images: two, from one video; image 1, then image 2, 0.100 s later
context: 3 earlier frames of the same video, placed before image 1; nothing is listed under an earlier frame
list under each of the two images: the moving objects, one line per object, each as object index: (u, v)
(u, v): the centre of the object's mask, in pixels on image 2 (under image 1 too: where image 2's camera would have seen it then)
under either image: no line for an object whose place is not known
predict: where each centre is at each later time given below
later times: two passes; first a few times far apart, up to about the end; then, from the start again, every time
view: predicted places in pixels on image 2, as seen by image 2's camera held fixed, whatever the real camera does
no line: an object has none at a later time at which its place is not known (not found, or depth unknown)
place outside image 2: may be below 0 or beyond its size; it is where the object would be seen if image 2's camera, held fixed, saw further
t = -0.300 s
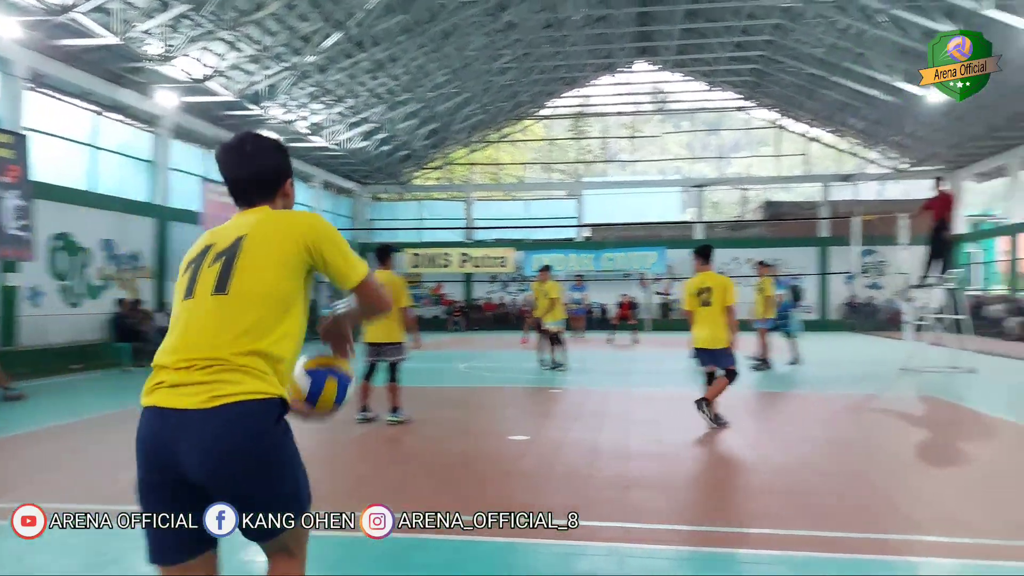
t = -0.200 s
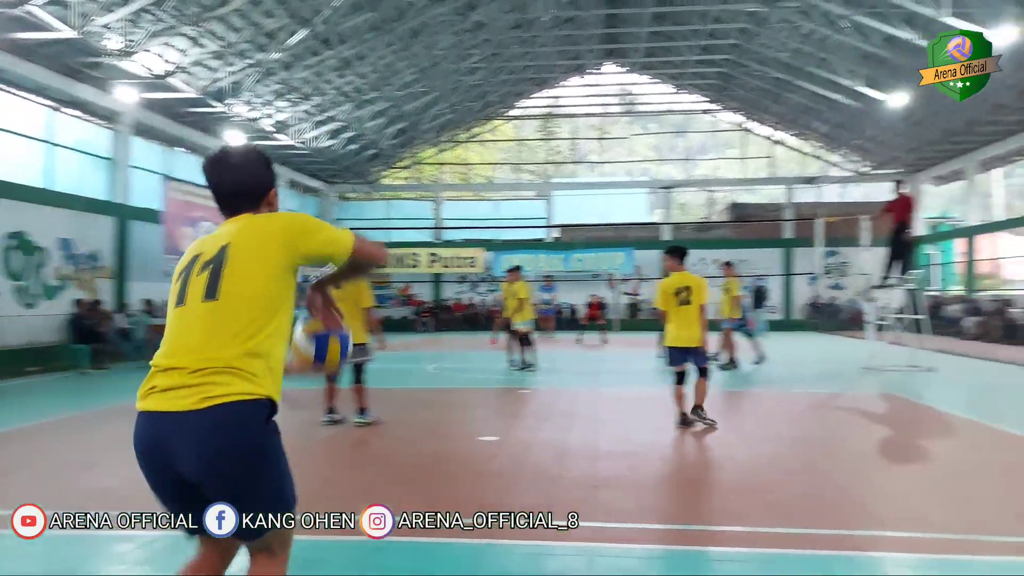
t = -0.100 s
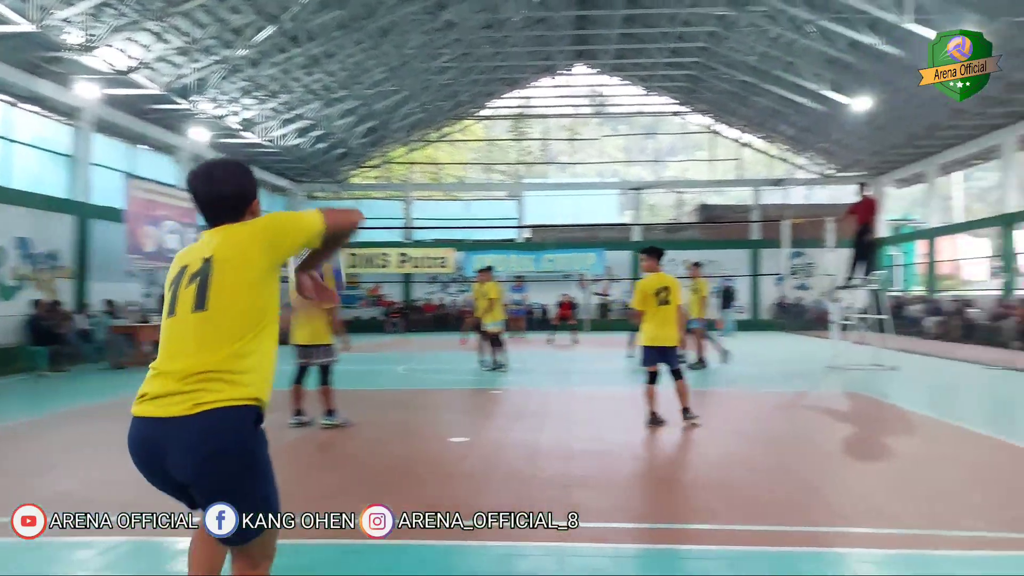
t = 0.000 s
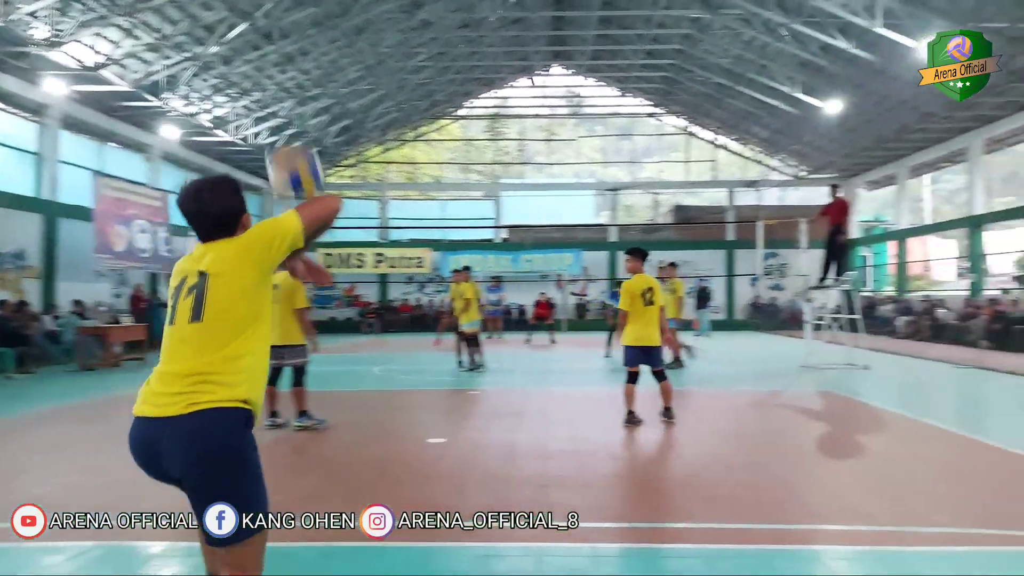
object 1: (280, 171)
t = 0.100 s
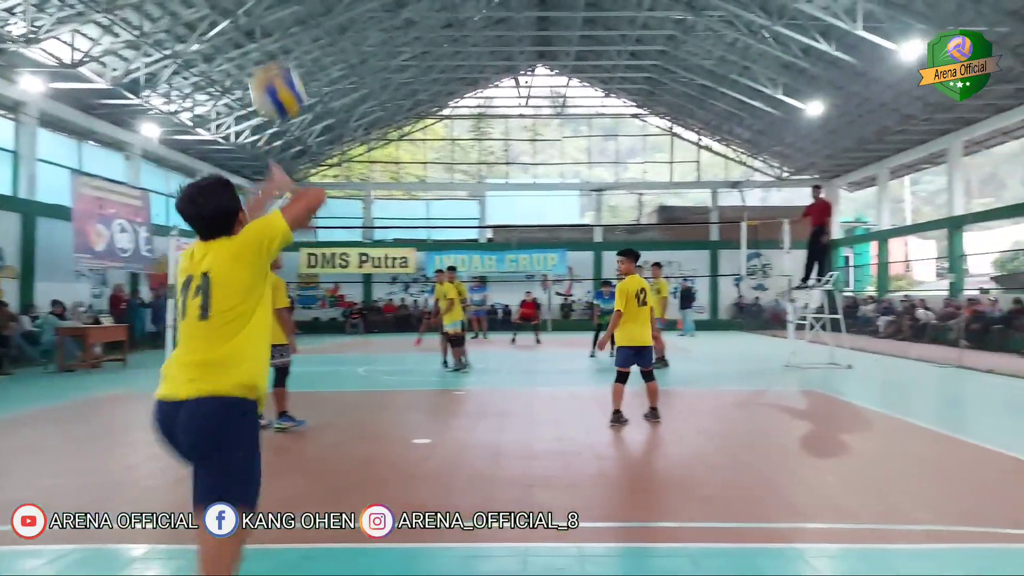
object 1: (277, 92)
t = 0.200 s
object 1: (277, 39)
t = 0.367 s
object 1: (277, 18)
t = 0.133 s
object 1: (277, 72)
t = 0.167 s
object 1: (277, 53)
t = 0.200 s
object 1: (277, 39)
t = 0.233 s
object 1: (277, 29)
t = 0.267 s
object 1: (277, 22)
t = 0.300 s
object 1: (277, 19)
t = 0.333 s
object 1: (277, 17)
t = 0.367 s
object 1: (277, 18)
